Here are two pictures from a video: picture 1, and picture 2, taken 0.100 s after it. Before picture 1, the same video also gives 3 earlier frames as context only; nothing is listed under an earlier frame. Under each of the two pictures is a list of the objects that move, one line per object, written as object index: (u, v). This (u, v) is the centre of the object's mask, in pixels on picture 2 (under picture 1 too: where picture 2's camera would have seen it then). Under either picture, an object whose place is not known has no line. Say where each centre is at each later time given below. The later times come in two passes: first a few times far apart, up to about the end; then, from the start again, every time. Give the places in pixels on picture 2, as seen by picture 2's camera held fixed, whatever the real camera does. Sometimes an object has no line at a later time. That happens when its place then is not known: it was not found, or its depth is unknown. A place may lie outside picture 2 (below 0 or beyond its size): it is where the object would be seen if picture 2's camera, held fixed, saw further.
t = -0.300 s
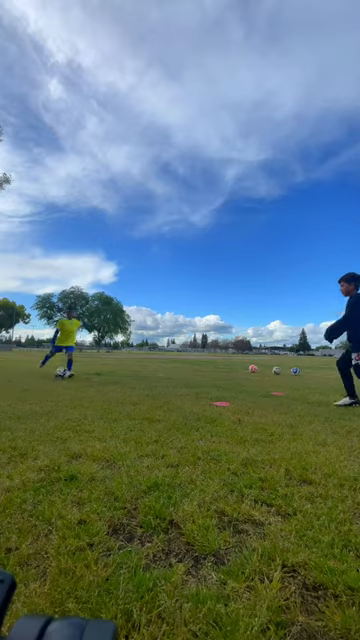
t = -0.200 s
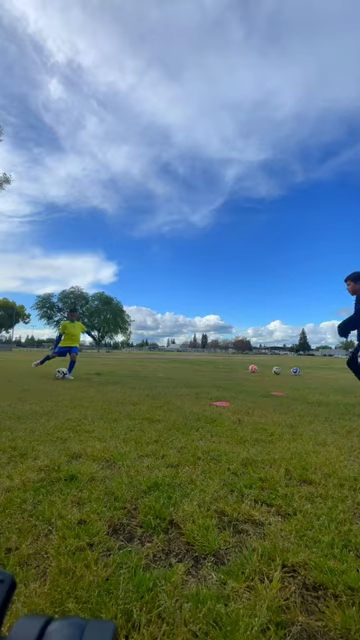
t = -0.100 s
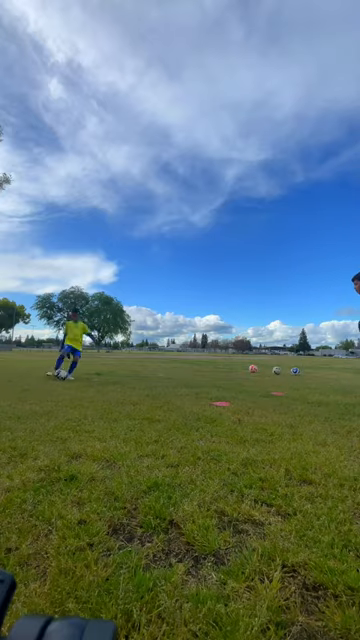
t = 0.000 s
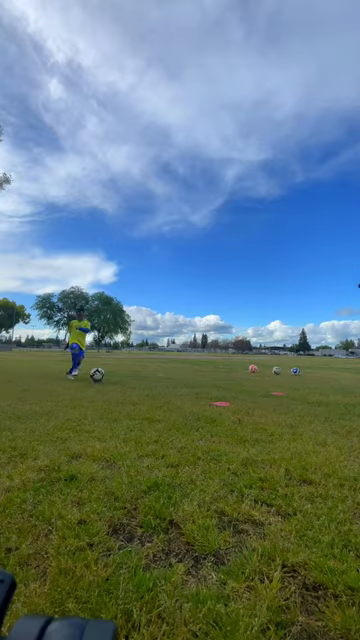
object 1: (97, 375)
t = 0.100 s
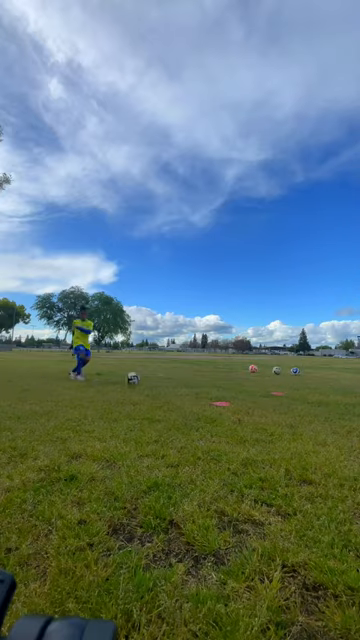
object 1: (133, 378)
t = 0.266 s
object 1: (193, 384)
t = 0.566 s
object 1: (312, 392)
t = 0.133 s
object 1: (139, 379)
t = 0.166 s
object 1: (160, 381)
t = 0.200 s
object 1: (171, 381)
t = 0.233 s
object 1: (176, 382)
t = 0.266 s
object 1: (193, 384)
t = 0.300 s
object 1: (205, 385)
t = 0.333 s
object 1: (209, 385)
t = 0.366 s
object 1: (233, 386)
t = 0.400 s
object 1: (244, 387)
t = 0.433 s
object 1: (250, 388)
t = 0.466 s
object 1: (268, 389)
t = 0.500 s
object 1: (286, 390)
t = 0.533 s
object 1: (293, 391)
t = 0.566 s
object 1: (312, 392)
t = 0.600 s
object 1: (326, 393)
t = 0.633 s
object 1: (332, 393)
